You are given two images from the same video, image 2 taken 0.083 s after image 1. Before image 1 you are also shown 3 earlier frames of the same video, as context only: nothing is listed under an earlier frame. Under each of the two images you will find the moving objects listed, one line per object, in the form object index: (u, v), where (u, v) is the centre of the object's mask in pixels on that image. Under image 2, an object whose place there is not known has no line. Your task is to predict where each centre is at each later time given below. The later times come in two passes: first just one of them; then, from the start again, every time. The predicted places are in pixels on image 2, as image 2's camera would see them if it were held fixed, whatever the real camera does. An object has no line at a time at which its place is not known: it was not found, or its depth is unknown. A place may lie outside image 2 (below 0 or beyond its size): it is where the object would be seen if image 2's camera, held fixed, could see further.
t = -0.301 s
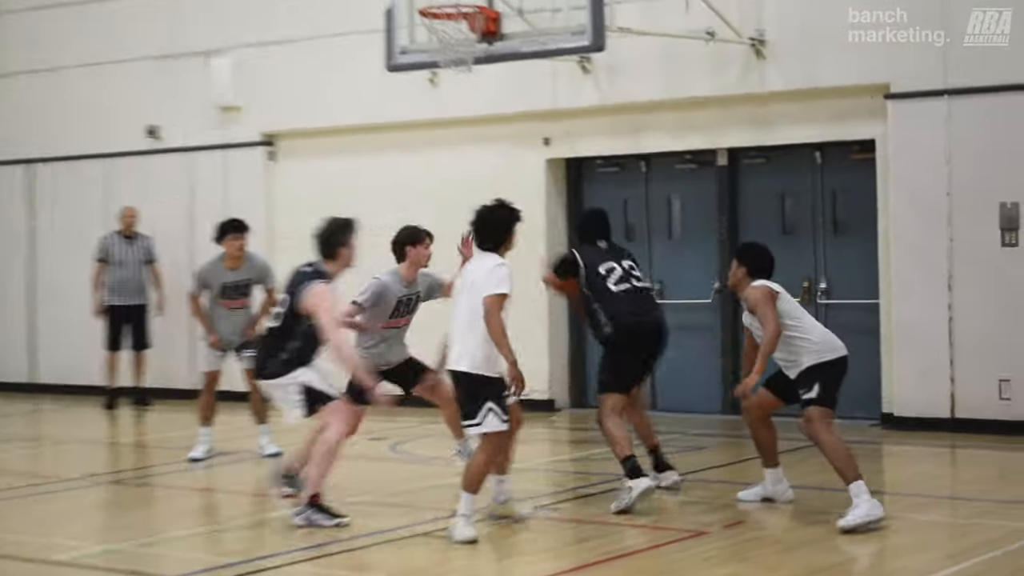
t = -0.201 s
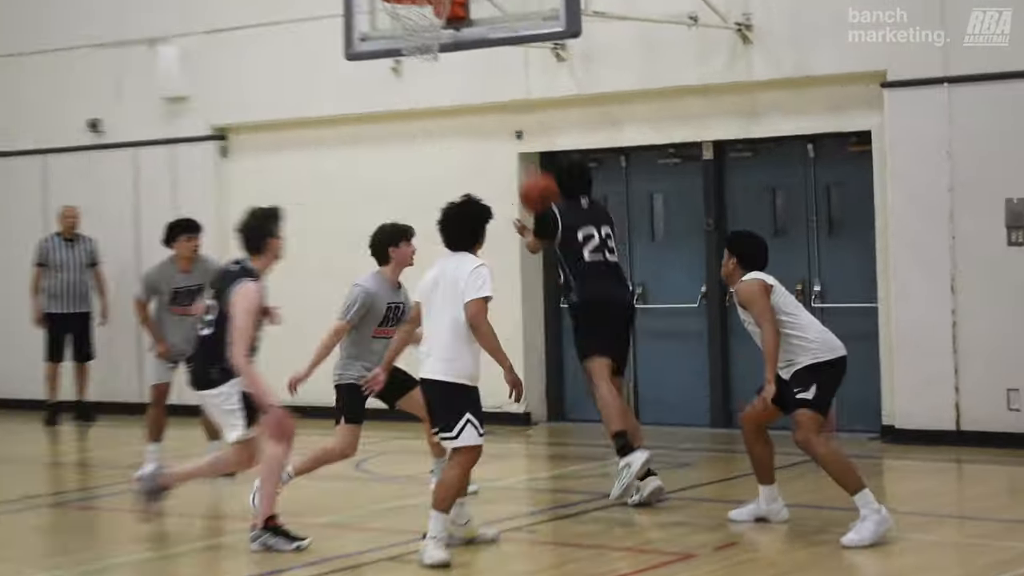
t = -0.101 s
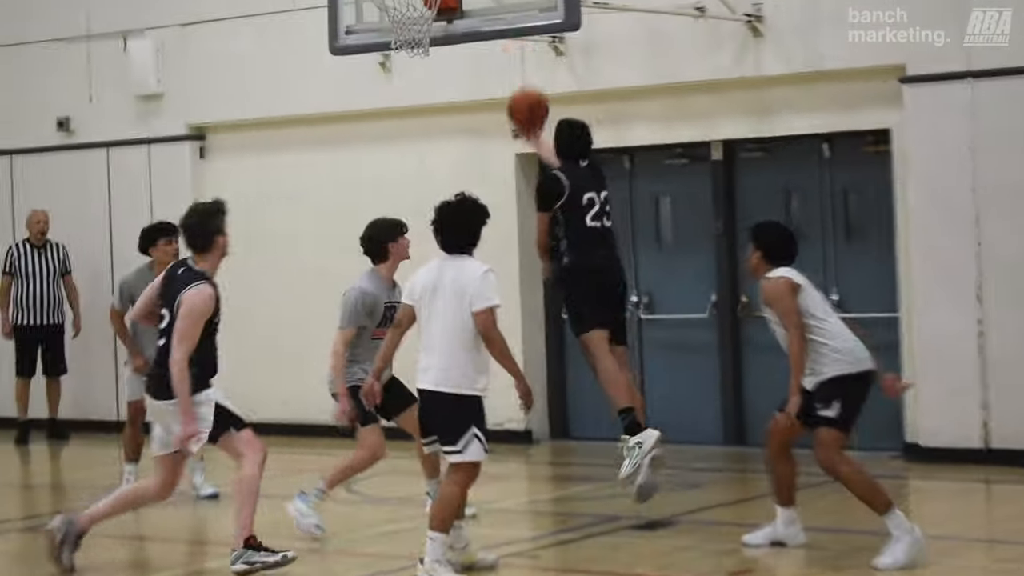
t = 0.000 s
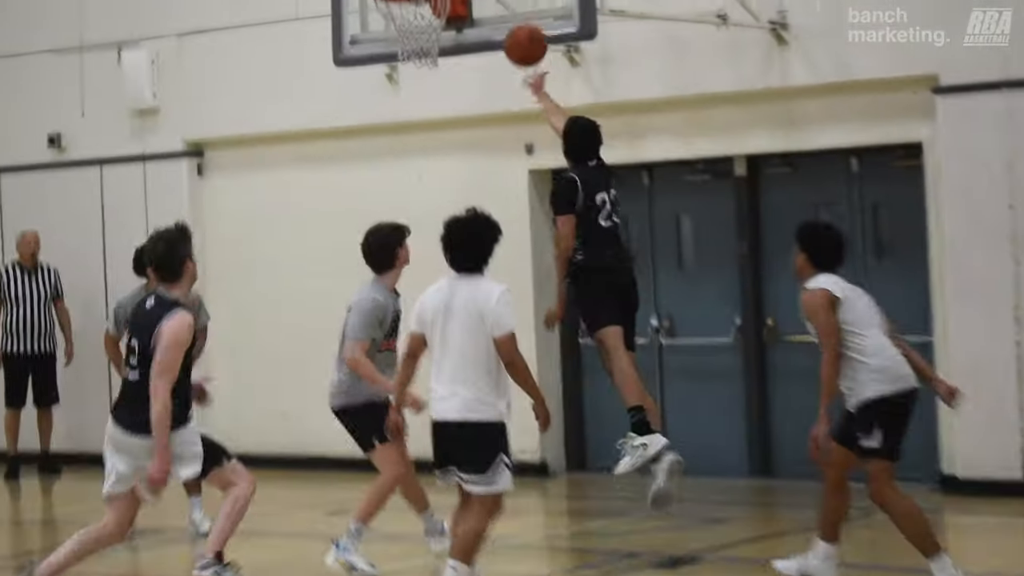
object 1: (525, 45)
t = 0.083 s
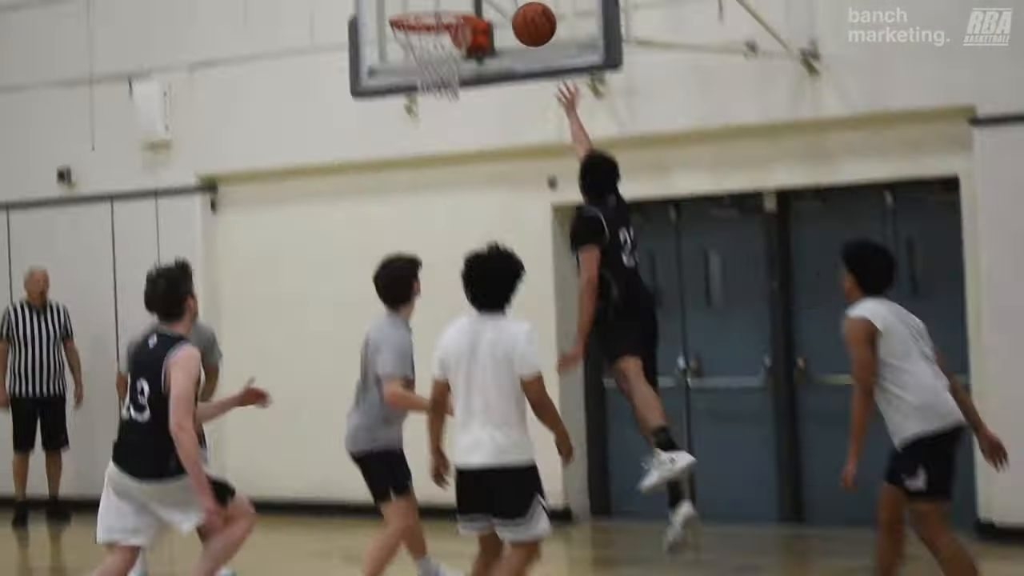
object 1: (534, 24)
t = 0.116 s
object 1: (529, 6)
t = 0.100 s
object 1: (531, 15)
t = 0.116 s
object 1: (529, 6)
